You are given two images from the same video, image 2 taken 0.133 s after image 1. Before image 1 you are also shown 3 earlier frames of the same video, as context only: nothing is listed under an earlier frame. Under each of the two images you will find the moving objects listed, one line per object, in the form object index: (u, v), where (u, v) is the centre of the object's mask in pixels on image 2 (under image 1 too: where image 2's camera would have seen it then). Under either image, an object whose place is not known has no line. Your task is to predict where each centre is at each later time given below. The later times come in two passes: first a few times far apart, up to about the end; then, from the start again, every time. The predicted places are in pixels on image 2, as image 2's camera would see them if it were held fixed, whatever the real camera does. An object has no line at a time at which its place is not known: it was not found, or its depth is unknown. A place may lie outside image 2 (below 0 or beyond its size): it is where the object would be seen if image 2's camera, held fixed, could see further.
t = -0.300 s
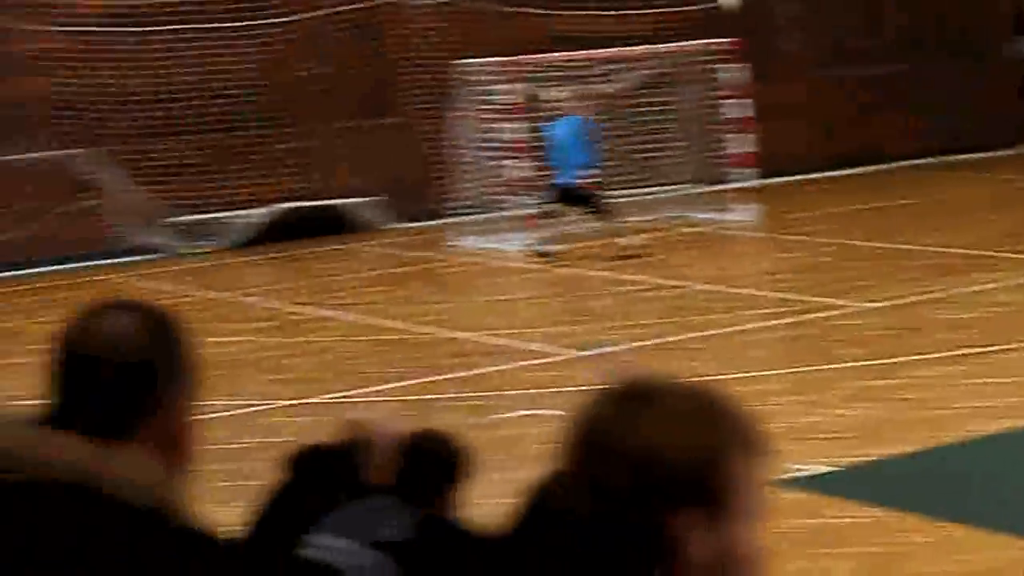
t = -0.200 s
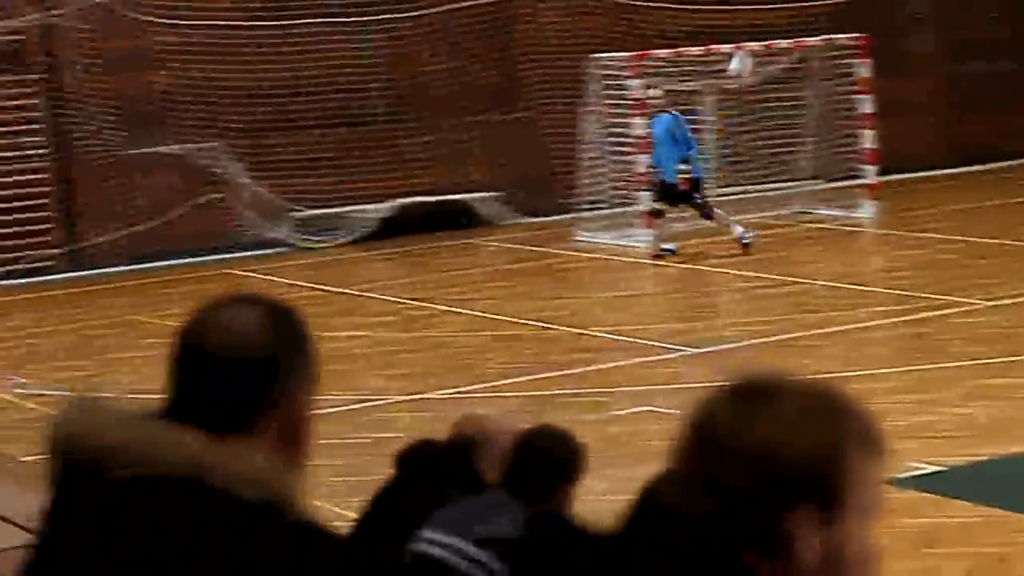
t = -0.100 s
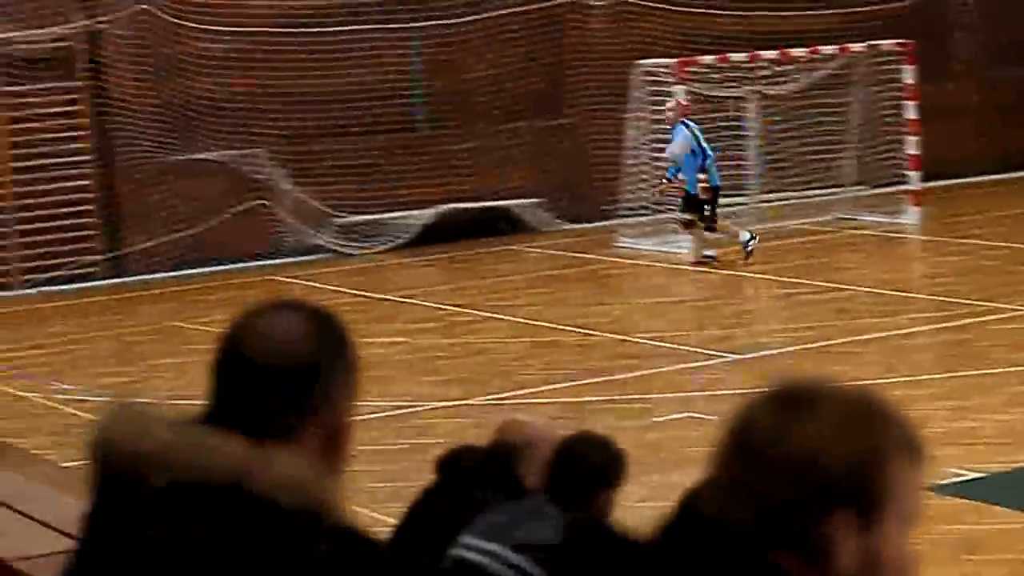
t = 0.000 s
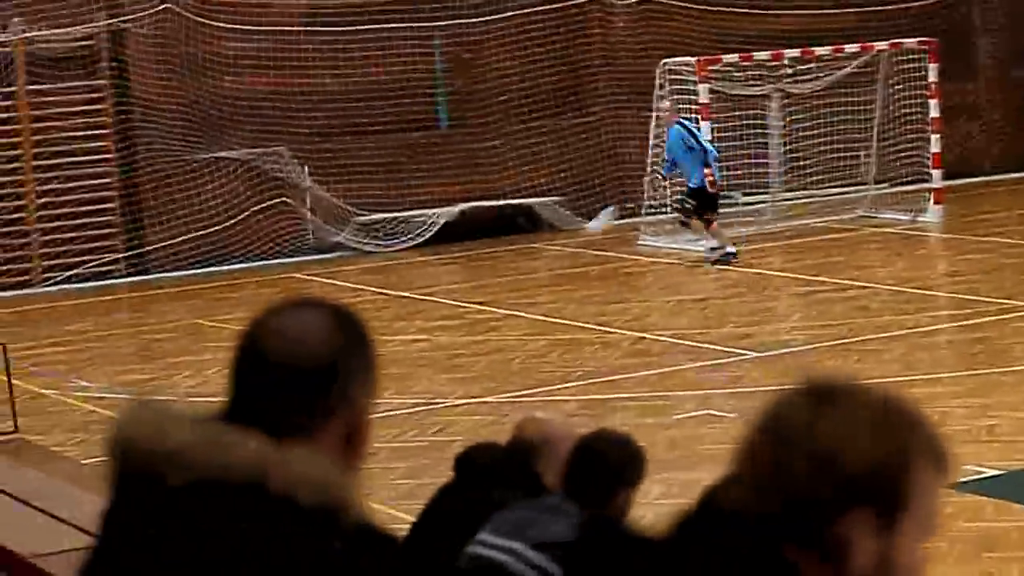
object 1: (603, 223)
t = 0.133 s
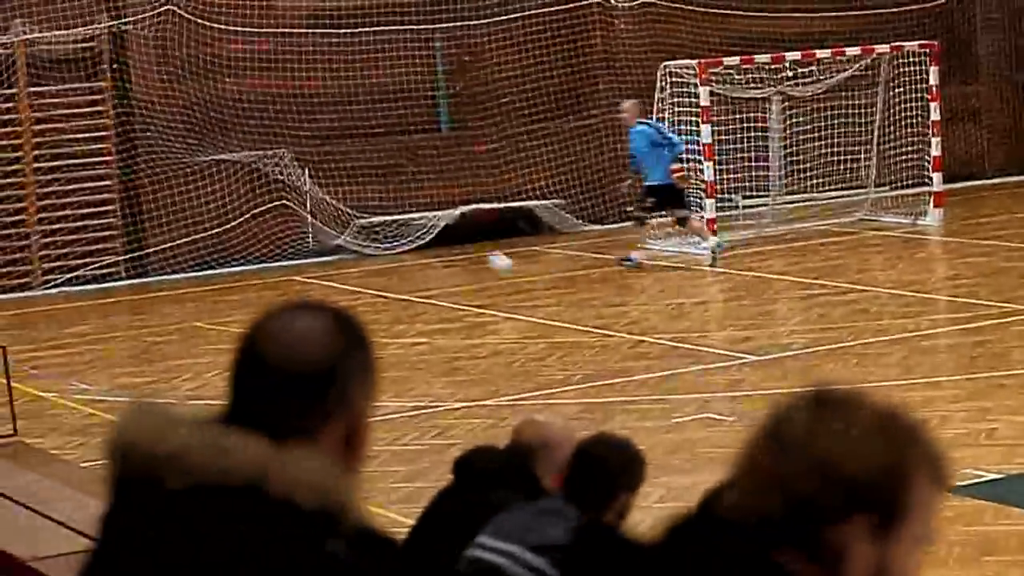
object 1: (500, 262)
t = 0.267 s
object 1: (439, 226)
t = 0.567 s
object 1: (310, 208)
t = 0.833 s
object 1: (213, 262)
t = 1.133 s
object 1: (172, 233)
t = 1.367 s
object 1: (174, 243)
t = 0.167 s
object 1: (484, 252)
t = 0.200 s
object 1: (470, 242)
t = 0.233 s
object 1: (454, 234)
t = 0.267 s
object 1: (439, 226)
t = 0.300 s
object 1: (420, 220)
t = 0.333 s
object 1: (407, 211)
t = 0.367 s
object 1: (392, 208)
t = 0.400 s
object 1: (377, 205)
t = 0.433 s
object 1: (365, 205)
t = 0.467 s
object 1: (352, 203)
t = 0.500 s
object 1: (337, 202)
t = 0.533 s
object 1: (322, 204)
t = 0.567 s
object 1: (310, 208)
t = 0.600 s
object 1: (295, 212)
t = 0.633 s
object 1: (283, 214)
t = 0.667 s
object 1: (272, 220)
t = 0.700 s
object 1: (260, 226)
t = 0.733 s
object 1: (248, 234)
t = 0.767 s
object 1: (236, 243)
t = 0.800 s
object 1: (225, 252)
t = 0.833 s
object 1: (213, 262)
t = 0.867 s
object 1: (202, 267)
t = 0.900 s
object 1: (192, 263)
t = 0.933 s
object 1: (181, 258)
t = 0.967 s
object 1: (173, 254)
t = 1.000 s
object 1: (172, 248)
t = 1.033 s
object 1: (172, 242)
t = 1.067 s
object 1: (171, 239)
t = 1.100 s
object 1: (171, 235)
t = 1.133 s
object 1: (172, 233)
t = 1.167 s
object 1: (172, 232)
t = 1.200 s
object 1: (172, 231)
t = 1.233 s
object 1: (172, 231)
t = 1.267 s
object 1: (172, 232)
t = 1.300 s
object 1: (173, 235)
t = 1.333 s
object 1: (173, 239)
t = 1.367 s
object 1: (174, 243)
